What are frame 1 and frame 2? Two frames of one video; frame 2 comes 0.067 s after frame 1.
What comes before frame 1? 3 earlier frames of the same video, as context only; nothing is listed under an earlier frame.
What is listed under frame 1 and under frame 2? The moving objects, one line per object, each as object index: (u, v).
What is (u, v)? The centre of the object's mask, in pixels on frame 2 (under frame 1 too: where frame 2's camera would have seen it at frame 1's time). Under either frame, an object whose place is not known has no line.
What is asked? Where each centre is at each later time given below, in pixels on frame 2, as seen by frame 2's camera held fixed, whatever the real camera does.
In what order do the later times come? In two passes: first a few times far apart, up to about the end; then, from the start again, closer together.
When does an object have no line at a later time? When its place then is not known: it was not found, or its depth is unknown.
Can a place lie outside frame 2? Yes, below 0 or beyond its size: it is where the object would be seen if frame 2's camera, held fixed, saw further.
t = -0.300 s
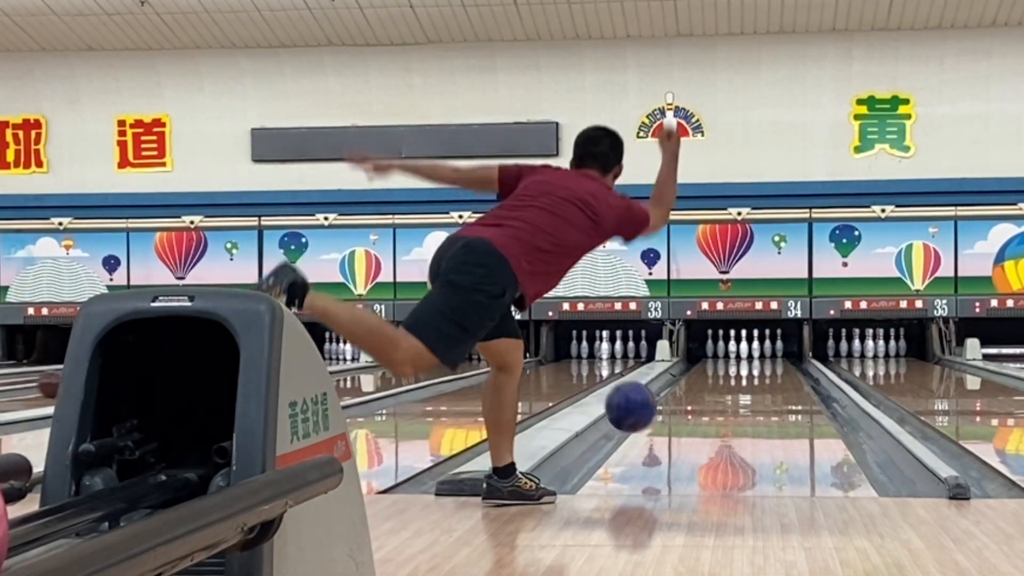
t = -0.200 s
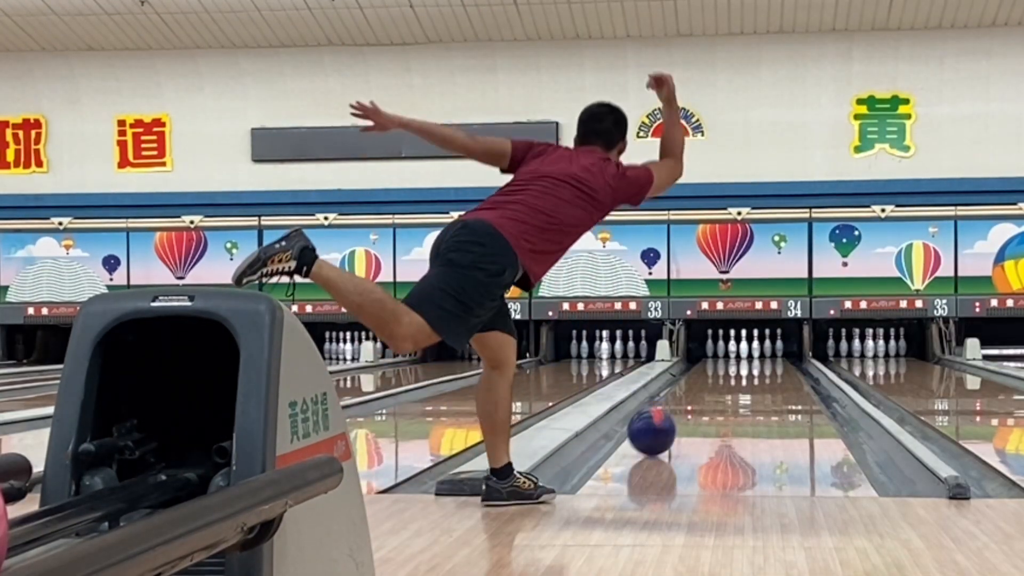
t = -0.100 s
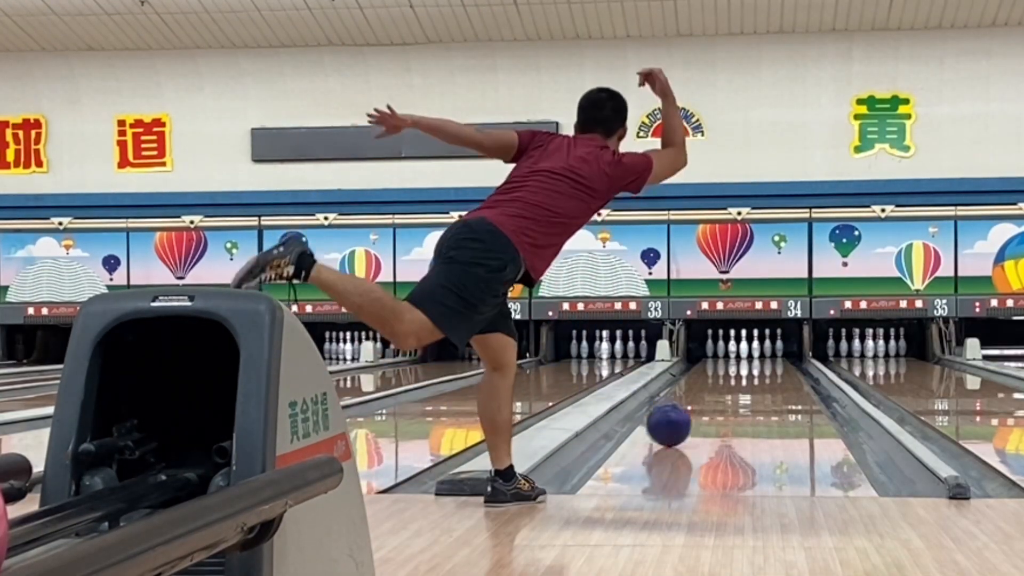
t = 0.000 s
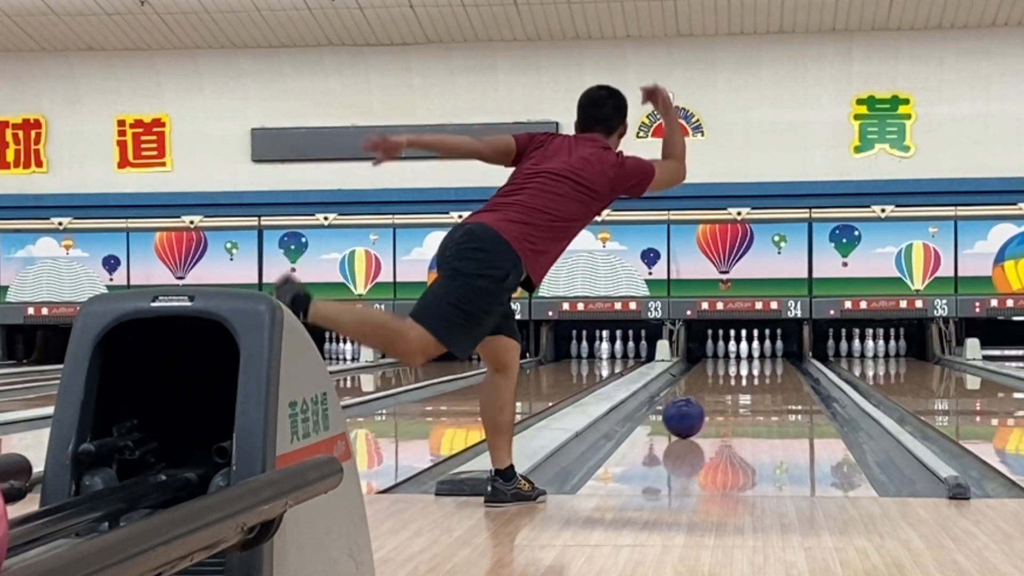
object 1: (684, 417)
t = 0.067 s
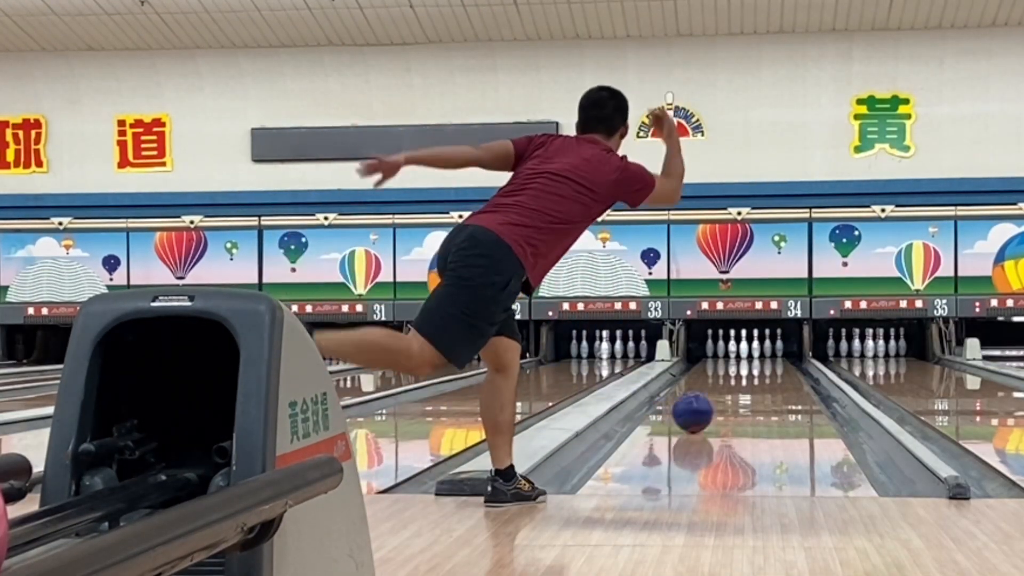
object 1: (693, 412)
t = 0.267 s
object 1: (715, 401)
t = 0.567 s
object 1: (740, 389)
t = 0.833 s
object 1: (756, 380)
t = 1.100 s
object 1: (767, 374)
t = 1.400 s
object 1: (776, 367)
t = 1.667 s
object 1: (782, 362)
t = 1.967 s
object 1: (782, 359)
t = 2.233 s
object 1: (777, 356)
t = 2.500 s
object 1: (766, 353)
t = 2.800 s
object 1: (753, 351)
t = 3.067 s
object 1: (755, 350)
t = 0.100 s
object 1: (697, 410)
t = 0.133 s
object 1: (701, 408)
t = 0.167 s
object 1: (705, 406)
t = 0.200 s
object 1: (708, 404)
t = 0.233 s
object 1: (712, 403)
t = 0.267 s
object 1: (715, 401)
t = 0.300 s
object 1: (719, 400)
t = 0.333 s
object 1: (721, 398)
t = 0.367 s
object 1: (725, 397)
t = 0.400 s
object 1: (727, 396)
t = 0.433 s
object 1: (730, 394)
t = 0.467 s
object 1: (733, 393)
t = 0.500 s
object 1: (735, 392)
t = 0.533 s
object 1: (738, 391)
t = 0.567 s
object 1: (740, 389)
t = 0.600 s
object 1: (743, 388)
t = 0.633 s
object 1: (745, 387)
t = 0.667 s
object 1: (746, 385)
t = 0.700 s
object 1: (749, 384)
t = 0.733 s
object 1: (751, 383)
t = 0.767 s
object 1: (753, 382)
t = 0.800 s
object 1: (754, 381)
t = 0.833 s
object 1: (756, 380)
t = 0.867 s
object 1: (758, 379)
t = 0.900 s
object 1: (759, 378)
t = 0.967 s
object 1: (761, 377)
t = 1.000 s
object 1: (762, 377)
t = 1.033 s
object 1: (764, 375)
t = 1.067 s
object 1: (766, 375)
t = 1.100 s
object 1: (767, 374)
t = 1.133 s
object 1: (768, 373)
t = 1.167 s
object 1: (770, 372)
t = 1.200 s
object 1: (771, 371)
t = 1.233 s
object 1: (772, 370)
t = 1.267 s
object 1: (773, 370)
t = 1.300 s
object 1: (774, 369)
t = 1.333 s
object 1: (775, 368)
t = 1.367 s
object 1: (776, 368)
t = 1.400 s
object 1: (776, 367)
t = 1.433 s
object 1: (777, 366)
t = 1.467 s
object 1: (778, 366)
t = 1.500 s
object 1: (779, 365)
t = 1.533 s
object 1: (780, 365)
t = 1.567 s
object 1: (780, 364)
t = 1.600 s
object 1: (781, 363)
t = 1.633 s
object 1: (782, 362)
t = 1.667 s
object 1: (782, 362)
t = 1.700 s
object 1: (782, 362)
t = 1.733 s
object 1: (782, 361)
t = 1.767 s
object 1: (783, 361)
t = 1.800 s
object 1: (783, 360)
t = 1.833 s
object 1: (783, 360)
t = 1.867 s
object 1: (782, 360)
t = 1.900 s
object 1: (782, 359)
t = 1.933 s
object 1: (782, 359)
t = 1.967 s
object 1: (782, 359)
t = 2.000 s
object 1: (782, 358)
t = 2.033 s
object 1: (781, 358)
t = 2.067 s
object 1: (781, 357)
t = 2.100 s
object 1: (781, 357)
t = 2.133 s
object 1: (780, 356)
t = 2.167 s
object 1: (779, 356)
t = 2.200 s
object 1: (778, 356)
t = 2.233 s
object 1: (777, 356)
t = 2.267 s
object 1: (776, 355)
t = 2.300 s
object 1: (774, 355)
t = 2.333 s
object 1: (773, 354)
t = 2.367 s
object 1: (772, 354)
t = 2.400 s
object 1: (770, 354)
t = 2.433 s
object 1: (769, 353)
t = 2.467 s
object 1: (768, 353)
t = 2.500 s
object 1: (766, 353)
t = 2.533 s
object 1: (764, 353)
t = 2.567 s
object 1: (762, 352)
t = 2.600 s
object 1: (761, 352)
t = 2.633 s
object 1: (759, 352)
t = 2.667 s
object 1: (757, 352)
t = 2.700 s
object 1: (756, 351)
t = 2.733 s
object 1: (755, 351)
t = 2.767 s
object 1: (754, 351)
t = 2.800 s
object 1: (753, 351)
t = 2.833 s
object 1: (753, 350)
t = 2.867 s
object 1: (754, 350)
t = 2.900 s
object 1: (755, 350)
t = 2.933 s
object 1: (754, 350)
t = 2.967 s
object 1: (753, 350)
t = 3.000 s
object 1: (754, 349)
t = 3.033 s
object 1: (755, 349)
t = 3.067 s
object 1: (755, 350)
